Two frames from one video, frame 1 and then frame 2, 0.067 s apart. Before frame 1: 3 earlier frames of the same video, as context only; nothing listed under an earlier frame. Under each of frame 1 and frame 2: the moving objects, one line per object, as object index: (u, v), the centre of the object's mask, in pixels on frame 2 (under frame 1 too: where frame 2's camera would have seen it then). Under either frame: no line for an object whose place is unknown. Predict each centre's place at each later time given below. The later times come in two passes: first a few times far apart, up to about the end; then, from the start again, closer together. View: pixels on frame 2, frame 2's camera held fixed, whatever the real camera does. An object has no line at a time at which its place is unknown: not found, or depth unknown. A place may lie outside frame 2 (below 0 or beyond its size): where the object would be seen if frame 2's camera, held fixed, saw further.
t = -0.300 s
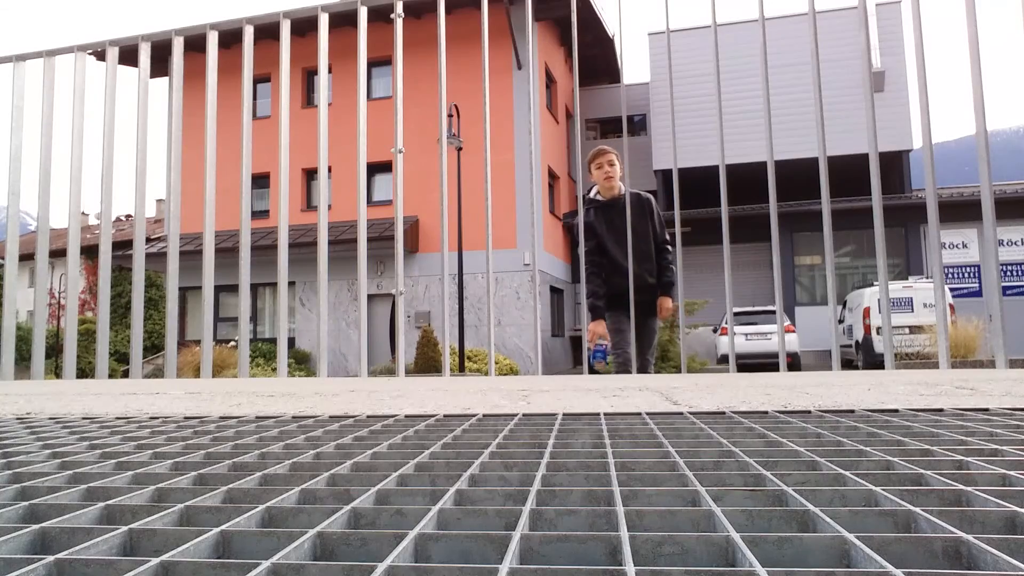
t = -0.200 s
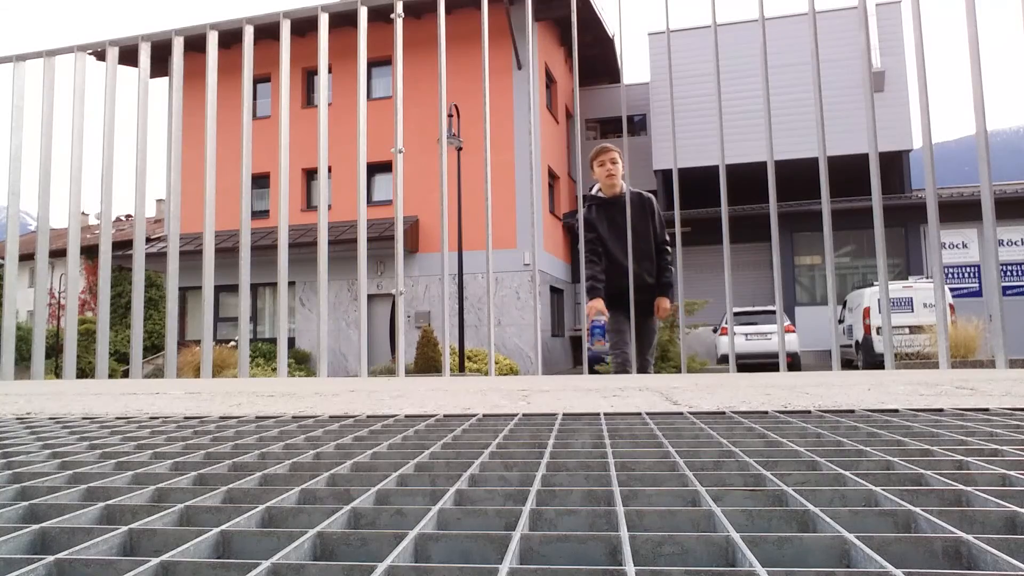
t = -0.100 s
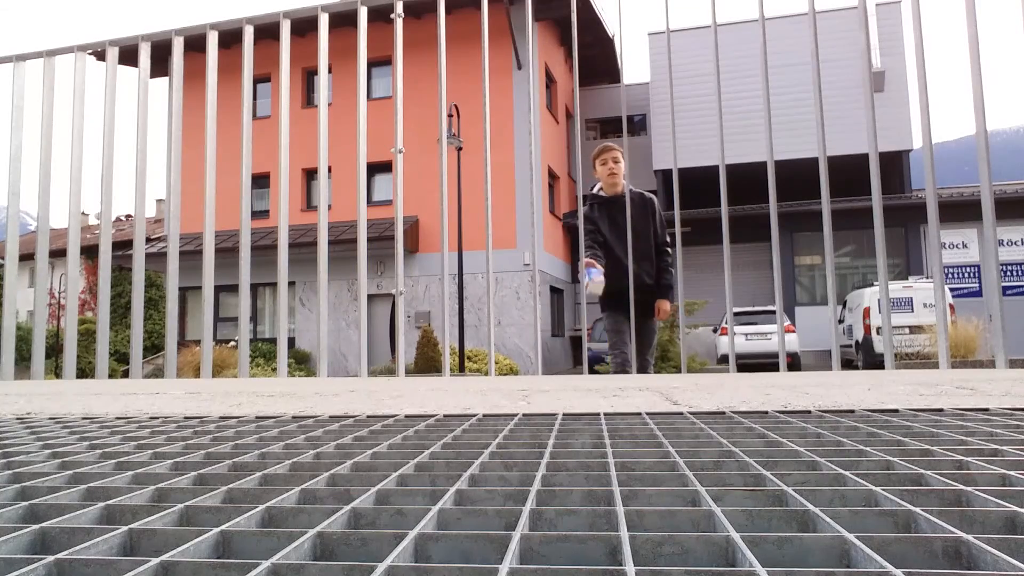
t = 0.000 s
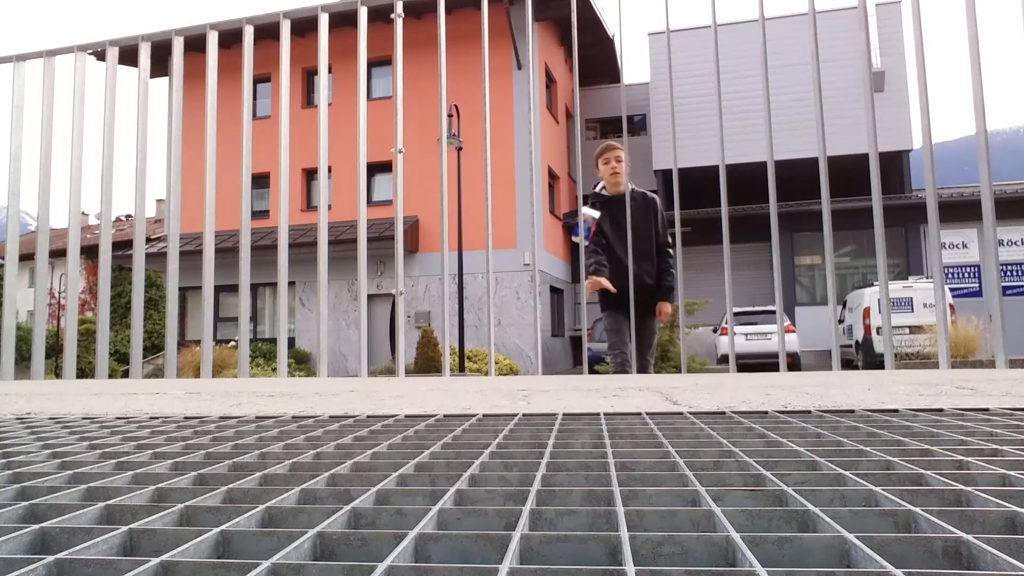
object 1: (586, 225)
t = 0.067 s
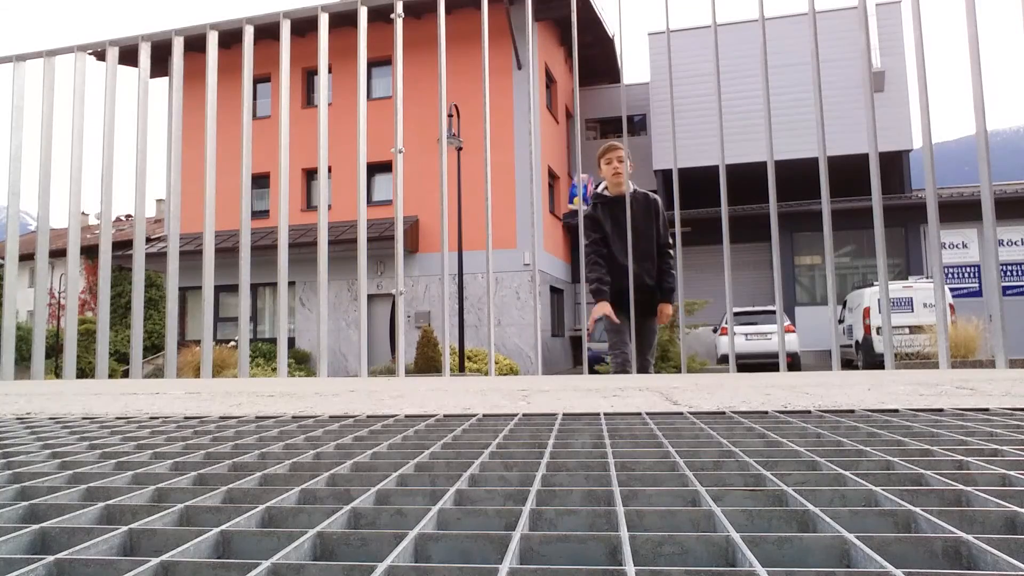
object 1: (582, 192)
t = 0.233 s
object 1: (565, 145)
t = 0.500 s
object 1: (560, 267)
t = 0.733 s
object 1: (585, 347)
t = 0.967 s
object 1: (576, 346)
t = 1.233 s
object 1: (580, 347)
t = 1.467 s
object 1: (580, 347)
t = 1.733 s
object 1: (580, 347)
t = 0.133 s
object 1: (576, 165)
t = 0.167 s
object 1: (573, 156)
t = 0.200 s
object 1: (567, 149)
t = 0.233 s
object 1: (565, 145)
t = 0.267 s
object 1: (563, 143)
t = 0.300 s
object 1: (561, 144)
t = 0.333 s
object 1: (558, 149)
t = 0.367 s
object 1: (554, 161)
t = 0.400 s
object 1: (551, 178)
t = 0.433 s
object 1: (553, 200)
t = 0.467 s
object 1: (556, 229)
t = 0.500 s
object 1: (560, 267)
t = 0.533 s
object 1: (563, 314)
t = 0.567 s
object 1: (571, 353)
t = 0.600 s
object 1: (573, 346)
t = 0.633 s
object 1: (575, 340)
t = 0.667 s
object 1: (578, 338)
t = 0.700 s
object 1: (581, 340)
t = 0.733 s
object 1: (585, 347)
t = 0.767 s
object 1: (588, 346)
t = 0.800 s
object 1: (588, 345)
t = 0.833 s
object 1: (585, 345)
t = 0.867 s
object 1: (580, 346)
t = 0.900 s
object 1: (576, 346)
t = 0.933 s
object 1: (575, 346)
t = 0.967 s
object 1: (576, 346)
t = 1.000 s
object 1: (578, 347)
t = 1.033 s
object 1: (580, 347)
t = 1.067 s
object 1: (580, 347)
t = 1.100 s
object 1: (579, 347)
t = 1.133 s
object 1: (580, 347)
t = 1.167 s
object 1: (580, 347)
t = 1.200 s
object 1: (579, 347)
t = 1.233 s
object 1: (580, 347)
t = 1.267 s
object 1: (579, 347)
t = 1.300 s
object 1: (579, 347)
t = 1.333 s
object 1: (579, 347)
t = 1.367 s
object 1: (579, 347)
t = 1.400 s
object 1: (579, 347)
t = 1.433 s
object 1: (580, 347)
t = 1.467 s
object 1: (580, 347)
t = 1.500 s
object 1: (580, 347)
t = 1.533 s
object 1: (579, 347)
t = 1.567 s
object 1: (579, 347)
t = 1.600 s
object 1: (579, 347)
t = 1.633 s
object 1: (580, 347)
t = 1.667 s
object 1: (580, 347)
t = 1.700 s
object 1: (580, 347)
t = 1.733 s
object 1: (580, 347)
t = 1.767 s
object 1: (580, 347)
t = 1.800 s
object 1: (580, 347)
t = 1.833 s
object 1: (580, 347)
